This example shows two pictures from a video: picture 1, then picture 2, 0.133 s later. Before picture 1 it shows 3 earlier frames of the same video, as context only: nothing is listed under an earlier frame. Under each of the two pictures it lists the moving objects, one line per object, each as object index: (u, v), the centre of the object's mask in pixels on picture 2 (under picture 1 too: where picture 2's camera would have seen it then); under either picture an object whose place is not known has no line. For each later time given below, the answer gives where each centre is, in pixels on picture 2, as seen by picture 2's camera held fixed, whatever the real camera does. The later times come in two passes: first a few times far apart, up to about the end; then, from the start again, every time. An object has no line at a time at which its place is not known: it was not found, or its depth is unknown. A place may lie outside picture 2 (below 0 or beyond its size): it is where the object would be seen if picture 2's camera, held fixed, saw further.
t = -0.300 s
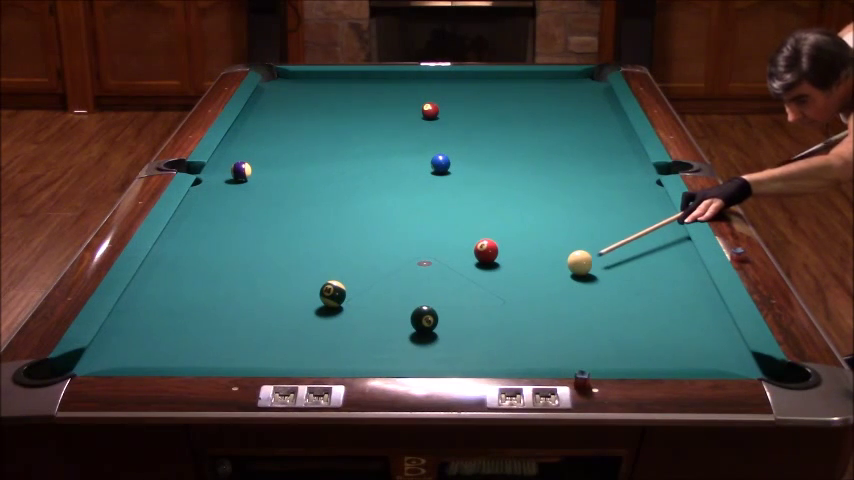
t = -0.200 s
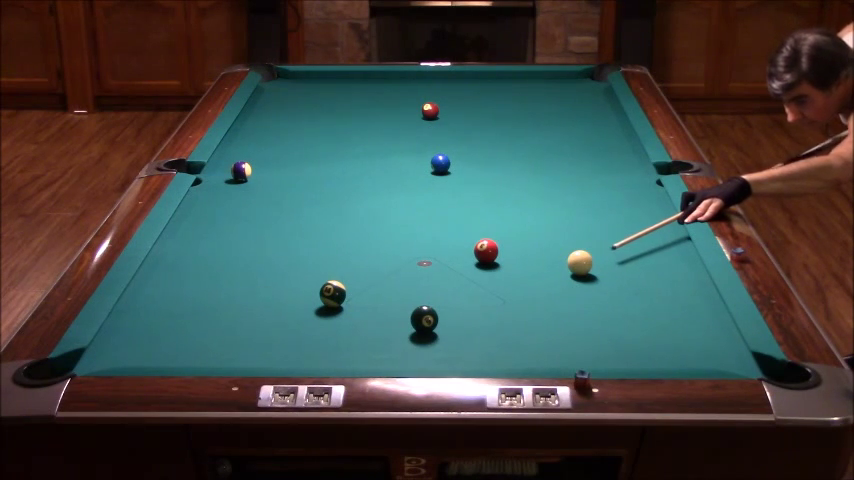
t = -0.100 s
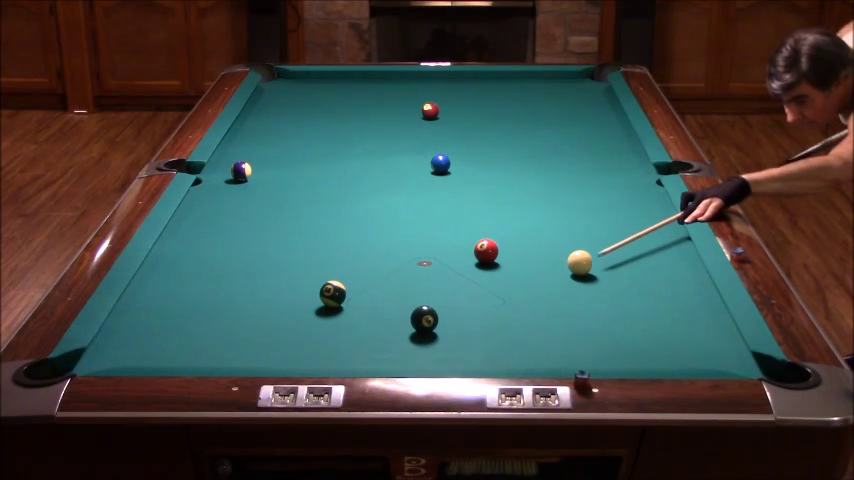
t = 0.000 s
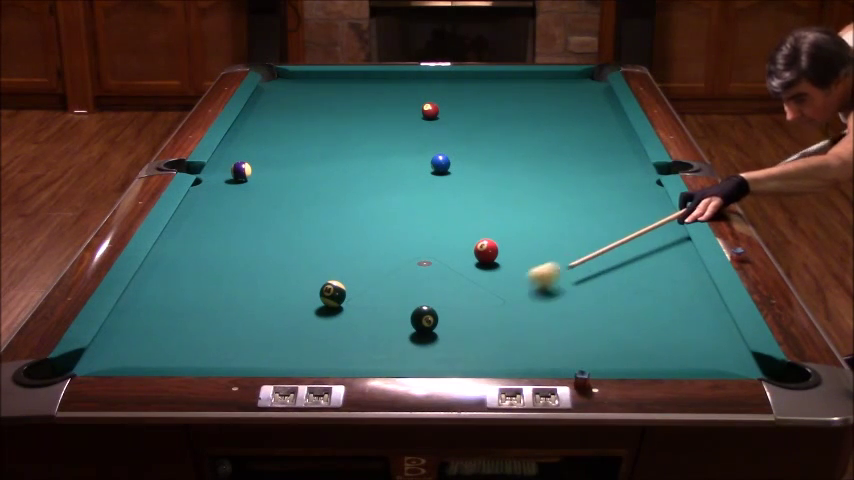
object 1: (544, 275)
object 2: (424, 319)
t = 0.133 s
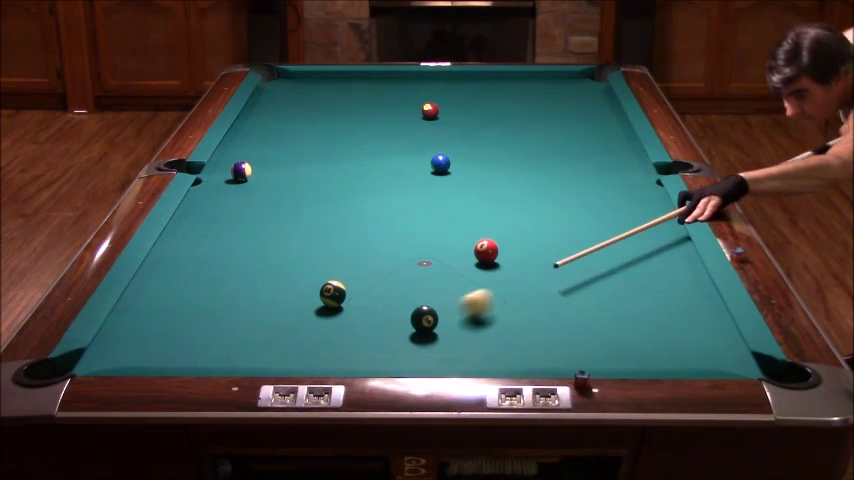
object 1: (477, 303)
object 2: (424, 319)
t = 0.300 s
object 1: (456, 327)
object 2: (365, 327)
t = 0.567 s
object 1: (446, 358)
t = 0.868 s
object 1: (456, 350)
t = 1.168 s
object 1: (468, 334)
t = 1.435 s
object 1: (477, 322)
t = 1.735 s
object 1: (485, 311)
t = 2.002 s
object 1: (491, 302)
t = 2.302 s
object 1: (497, 293)
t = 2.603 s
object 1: (501, 286)
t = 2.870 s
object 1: (504, 281)
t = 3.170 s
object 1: (507, 278)
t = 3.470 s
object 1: (508, 275)
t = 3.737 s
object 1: (508, 274)
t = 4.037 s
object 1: (508, 274)
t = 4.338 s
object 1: (508, 274)
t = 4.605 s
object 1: (508, 274)
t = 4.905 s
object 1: (508, 274)
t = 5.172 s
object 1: (508, 274)
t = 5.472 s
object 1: (508, 274)
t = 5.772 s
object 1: (508, 274)
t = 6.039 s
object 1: (508, 274)
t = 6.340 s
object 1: (508, 274)
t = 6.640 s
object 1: (508, 274)
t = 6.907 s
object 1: (508, 274)
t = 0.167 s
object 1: (462, 309)
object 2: (424, 319)
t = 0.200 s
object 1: (451, 316)
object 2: (417, 318)
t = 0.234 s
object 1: (454, 319)
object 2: (400, 321)
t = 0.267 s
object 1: (455, 323)
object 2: (382, 324)
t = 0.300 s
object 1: (456, 327)
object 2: (365, 327)
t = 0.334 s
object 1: (455, 332)
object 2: (349, 329)
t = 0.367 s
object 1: (454, 336)
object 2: (335, 332)
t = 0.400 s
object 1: (452, 340)
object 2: (319, 334)
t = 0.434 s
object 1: (451, 344)
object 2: (307, 337)
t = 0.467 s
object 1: (450, 349)
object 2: (295, 338)
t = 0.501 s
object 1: (449, 353)
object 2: (280, 341)
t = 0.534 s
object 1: (447, 356)
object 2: (267, 343)
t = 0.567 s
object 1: (446, 358)
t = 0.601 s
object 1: (446, 360)
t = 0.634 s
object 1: (446, 359)
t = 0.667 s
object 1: (448, 358)
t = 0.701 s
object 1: (449, 357)
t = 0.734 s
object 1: (450, 355)
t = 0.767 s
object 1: (452, 354)
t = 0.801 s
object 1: (453, 353)
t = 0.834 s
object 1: (455, 352)
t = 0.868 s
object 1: (456, 350)
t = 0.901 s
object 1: (457, 348)
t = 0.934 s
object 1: (459, 346)
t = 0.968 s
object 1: (460, 345)
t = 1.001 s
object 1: (461, 343)
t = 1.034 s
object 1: (463, 341)
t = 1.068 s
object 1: (464, 339)
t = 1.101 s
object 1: (465, 338)
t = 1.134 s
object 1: (466, 336)
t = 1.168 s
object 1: (468, 334)
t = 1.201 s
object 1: (469, 333)
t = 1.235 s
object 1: (470, 331)
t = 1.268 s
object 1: (471, 330)
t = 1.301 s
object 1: (472, 328)
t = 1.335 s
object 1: (473, 327)
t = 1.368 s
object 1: (474, 325)
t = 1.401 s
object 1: (475, 323)
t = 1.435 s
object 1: (477, 322)
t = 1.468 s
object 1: (477, 321)
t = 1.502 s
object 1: (478, 320)
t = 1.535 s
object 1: (479, 318)
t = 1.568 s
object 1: (481, 317)
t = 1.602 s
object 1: (481, 315)
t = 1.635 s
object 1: (482, 314)
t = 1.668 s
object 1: (483, 313)
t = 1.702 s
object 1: (484, 311)
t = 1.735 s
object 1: (485, 311)
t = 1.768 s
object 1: (486, 309)
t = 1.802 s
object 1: (487, 308)
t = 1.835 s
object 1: (488, 307)
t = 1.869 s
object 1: (488, 306)
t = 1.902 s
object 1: (489, 305)
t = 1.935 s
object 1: (490, 304)
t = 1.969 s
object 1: (490, 303)
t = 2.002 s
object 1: (491, 302)
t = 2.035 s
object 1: (492, 301)
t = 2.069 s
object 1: (492, 300)
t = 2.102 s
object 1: (493, 299)
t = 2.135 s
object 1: (494, 298)
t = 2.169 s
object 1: (494, 297)
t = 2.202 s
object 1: (495, 296)
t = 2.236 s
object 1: (495, 295)
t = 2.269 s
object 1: (496, 294)
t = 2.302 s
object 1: (497, 293)
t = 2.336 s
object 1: (497, 292)
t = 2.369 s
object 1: (498, 292)
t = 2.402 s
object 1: (498, 291)
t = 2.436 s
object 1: (499, 290)
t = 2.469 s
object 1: (499, 289)
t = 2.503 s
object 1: (500, 288)
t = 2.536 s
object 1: (500, 288)
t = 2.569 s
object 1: (501, 287)
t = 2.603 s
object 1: (501, 286)
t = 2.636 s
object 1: (501, 286)
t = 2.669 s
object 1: (502, 285)
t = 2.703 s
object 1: (502, 284)
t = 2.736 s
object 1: (502, 284)
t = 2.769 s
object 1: (503, 283)
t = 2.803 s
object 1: (503, 283)
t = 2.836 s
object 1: (503, 282)
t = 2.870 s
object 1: (504, 281)
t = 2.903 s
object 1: (504, 281)
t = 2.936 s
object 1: (504, 280)
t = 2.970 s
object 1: (505, 280)
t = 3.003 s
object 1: (505, 280)
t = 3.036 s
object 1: (505, 279)
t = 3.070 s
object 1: (506, 279)
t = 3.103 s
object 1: (506, 278)
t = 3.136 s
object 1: (506, 278)
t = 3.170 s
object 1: (507, 278)
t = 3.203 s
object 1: (507, 277)
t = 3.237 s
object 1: (507, 277)
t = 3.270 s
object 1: (507, 277)
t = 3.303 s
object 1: (508, 276)
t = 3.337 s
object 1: (508, 276)
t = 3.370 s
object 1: (508, 276)
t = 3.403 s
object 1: (508, 276)
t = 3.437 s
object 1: (508, 275)
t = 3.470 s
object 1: (508, 275)
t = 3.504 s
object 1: (508, 275)
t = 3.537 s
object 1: (508, 275)
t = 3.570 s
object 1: (508, 275)
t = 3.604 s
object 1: (508, 275)
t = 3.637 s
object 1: (508, 275)
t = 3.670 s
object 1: (508, 274)
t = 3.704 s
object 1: (508, 274)
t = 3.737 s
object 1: (508, 274)
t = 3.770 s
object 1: (508, 274)
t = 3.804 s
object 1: (508, 274)
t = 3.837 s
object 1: (508, 274)
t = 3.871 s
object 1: (508, 274)
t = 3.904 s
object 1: (508, 274)
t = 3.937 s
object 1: (508, 274)
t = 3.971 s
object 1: (508, 274)
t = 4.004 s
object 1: (508, 274)
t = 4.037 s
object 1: (508, 274)
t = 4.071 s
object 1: (508, 274)
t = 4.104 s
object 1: (508, 274)
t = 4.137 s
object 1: (508, 274)
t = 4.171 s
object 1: (508, 274)
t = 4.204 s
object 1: (508, 274)
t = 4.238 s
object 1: (508, 274)
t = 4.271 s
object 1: (508, 274)
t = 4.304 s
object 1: (508, 274)
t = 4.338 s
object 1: (508, 274)
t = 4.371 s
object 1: (508, 274)
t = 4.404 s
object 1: (508, 274)
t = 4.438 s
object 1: (508, 274)
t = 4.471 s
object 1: (508, 274)
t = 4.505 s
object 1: (508, 274)
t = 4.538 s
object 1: (508, 274)
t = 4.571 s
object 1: (508, 274)
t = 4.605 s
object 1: (508, 274)
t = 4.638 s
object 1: (508, 274)
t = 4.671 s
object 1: (508, 274)
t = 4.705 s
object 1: (508, 274)
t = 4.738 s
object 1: (508, 274)
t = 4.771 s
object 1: (508, 274)
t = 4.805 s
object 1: (508, 274)
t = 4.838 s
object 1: (508, 274)
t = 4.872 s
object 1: (508, 274)
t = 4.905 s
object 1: (508, 274)
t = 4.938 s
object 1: (508, 274)
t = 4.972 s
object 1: (508, 274)
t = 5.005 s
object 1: (508, 274)
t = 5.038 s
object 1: (508, 274)
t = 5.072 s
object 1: (508, 274)
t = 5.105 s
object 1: (508, 274)
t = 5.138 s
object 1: (508, 274)
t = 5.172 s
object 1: (508, 274)
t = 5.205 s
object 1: (508, 274)
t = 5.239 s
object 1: (508, 274)
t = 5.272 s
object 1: (508, 274)
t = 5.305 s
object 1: (508, 274)
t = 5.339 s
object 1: (508, 274)
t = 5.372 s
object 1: (508, 274)
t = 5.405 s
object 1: (508, 274)
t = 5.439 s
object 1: (508, 274)
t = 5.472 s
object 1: (508, 274)
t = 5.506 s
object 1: (508, 274)
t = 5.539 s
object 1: (508, 274)
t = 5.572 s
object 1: (508, 274)
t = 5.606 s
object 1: (508, 274)
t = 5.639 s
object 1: (508, 274)
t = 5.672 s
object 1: (508, 274)
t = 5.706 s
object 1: (508, 274)
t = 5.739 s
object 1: (508, 274)
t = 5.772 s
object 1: (508, 274)
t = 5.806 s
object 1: (508, 274)
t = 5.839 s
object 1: (508, 274)
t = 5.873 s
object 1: (508, 274)
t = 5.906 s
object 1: (508, 274)
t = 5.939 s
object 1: (508, 274)
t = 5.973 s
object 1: (508, 274)
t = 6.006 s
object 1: (508, 274)
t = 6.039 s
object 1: (508, 274)
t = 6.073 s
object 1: (508, 274)
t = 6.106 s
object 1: (508, 274)
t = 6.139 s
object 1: (508, 274)
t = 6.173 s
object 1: (508, 274)
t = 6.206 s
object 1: (508, 274)
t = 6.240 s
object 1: (508, 274)
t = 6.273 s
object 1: (508, 274)
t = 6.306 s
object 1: (508, 274)
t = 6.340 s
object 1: (508, 274)
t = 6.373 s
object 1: (508, 274)
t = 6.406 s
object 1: (508, 274)
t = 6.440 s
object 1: (508, 274)
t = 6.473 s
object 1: (508, 274)
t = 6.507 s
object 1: (508, 274)
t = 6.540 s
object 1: (508, 274)
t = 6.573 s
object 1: (508, 274)
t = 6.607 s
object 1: (508, 274)
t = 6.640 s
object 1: (508, 274)
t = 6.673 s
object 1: (508, 275)
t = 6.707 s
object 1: (508, 274)
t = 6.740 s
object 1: (508, 274)
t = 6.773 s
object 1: (508, 275)
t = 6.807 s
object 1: (508, 274)
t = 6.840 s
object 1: (508, 274)
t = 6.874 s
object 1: (508, 274)
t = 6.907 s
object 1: (508, 274)
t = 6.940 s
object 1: (508, 274)
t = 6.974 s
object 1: (508, 274)
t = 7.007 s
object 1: (508, 274)
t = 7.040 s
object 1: (508, 274)
